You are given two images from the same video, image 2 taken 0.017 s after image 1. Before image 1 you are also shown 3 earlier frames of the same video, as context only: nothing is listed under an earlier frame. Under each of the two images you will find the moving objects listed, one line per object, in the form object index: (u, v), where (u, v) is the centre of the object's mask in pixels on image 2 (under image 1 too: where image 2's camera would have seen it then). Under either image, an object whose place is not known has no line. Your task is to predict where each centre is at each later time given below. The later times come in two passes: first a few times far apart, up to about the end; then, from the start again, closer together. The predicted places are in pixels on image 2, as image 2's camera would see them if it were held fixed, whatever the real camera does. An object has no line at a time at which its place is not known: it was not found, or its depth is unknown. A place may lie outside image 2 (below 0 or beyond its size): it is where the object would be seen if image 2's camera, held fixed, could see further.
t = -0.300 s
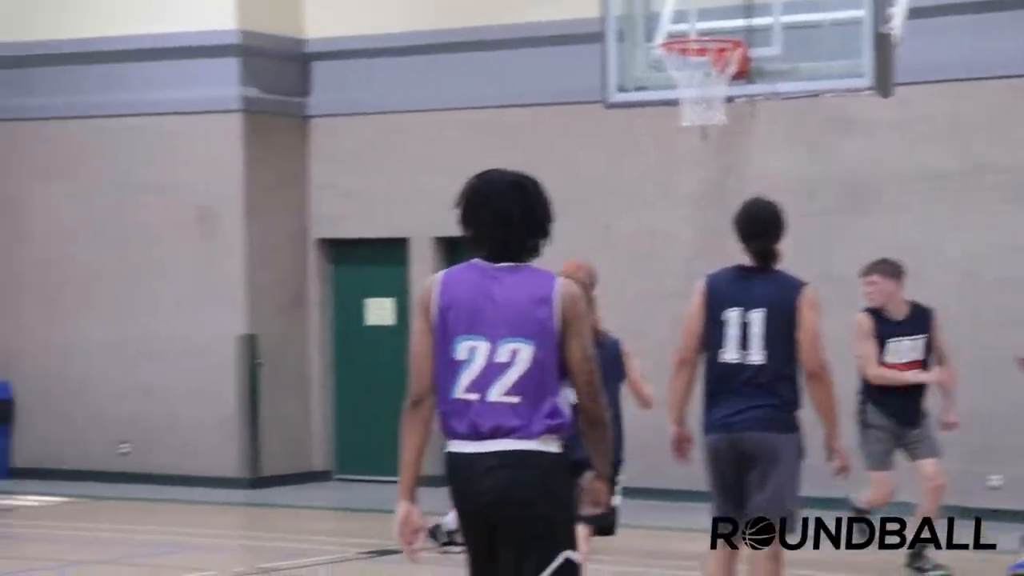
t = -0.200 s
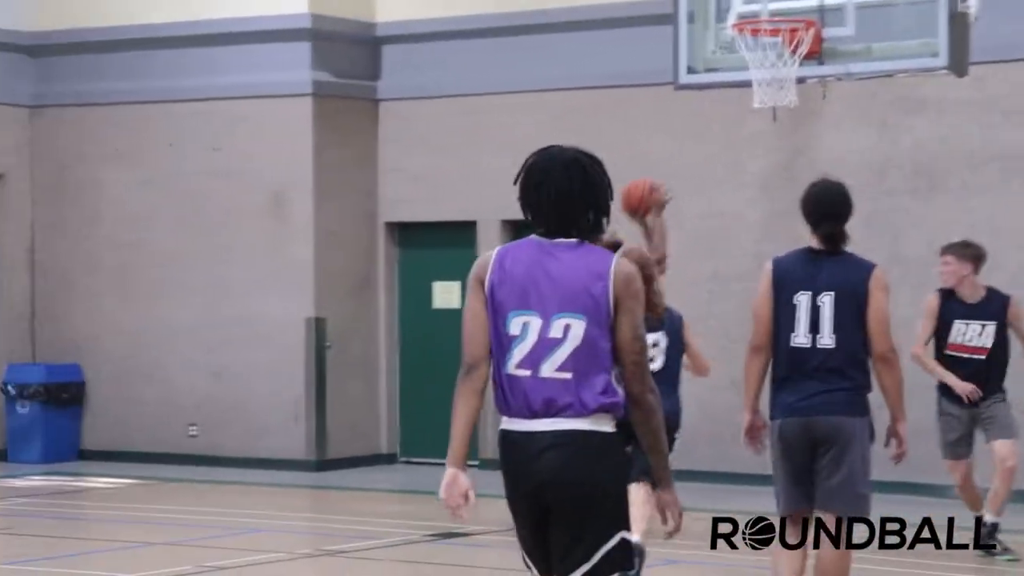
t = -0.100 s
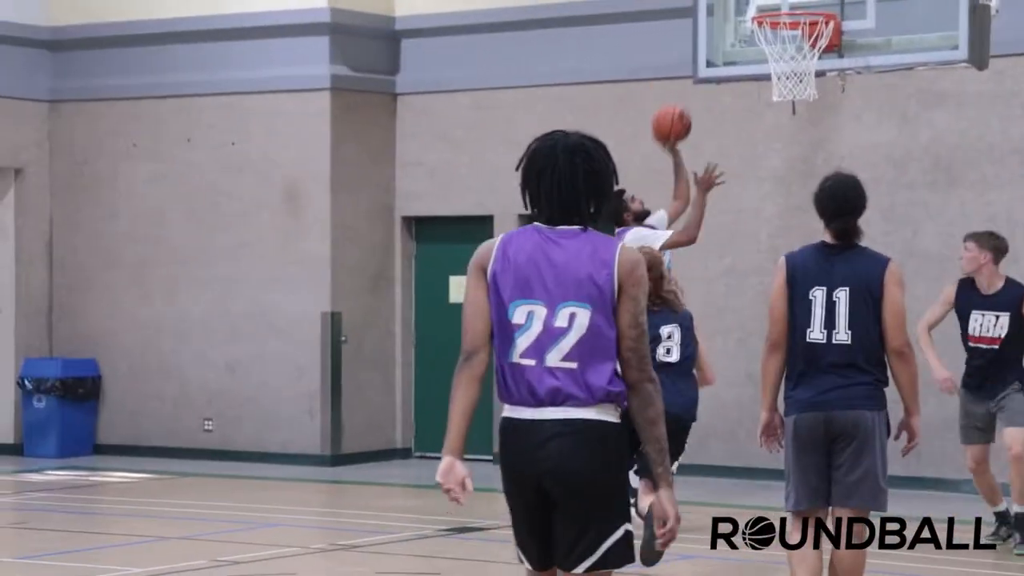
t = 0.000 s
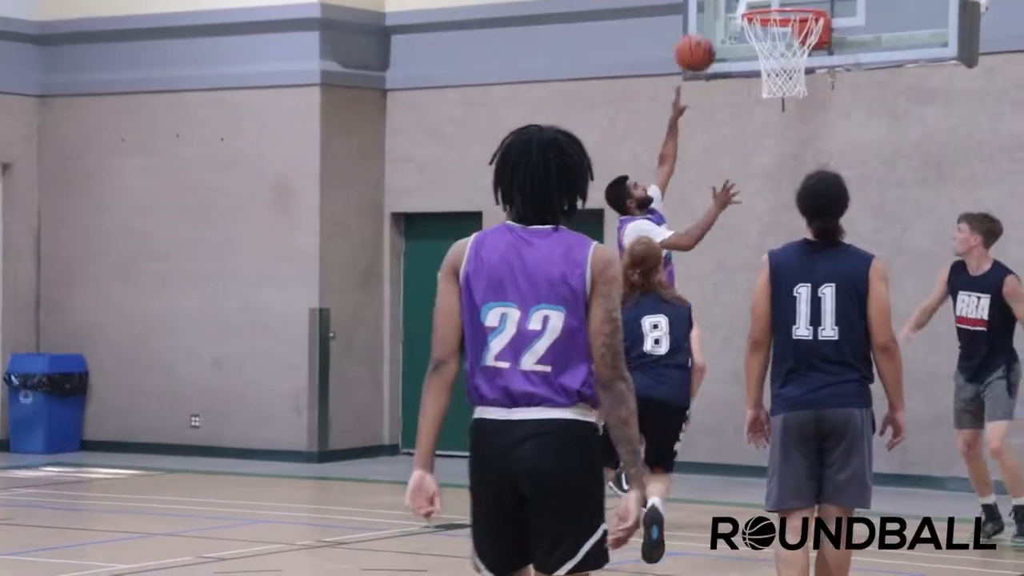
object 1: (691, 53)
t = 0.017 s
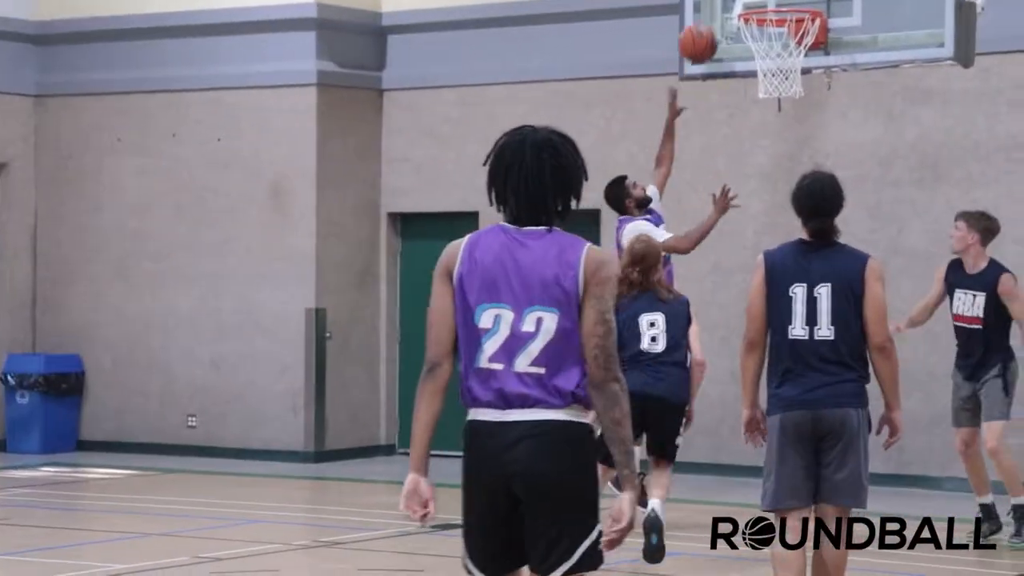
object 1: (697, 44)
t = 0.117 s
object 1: (736, 3)
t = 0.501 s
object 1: (764, 4)
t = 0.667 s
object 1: (802, 46)
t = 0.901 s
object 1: (806, 80)
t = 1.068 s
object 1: (800, 146)
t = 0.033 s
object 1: (704, 34)
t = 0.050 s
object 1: (710, 26)
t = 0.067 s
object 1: (716, 17)
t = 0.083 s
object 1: (723, 12)
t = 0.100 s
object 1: (729, 7)
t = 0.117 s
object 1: (736, 3)
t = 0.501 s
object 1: (764, 4)
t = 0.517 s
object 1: (768, 7)
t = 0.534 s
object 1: (771, 11)
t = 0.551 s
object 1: (775, 14)
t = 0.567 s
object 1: (780, 20)
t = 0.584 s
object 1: (785, 26)
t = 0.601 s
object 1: (787, 30)
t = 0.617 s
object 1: (791, 33)
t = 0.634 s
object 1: (797, 38)
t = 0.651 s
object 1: (800, 42)
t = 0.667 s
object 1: (802, 46)
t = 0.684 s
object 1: (804, 49)
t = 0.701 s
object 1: (806, 51)
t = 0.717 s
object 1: (806, 52)
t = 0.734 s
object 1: (807, 54)
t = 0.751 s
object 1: (807, 55)
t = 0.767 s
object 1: (807, 63)
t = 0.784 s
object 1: (805, 73)
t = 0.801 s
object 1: (807, 72)
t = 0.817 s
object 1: (808, 71)
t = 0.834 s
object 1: (808, 72)
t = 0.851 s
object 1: (808, 73)
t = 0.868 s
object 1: (807, 75)
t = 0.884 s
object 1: (806, 77)
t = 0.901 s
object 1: (806, 80)
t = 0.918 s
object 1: (805, 84)
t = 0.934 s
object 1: (804, 89)
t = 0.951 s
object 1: (804, 93)
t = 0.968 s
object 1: (803, 99)
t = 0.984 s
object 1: (803, 106)
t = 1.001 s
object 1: (802, 113)
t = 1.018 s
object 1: (802, 120)
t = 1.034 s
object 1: (801, 128)
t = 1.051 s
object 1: (801, 137)
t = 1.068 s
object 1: (800, 146)
